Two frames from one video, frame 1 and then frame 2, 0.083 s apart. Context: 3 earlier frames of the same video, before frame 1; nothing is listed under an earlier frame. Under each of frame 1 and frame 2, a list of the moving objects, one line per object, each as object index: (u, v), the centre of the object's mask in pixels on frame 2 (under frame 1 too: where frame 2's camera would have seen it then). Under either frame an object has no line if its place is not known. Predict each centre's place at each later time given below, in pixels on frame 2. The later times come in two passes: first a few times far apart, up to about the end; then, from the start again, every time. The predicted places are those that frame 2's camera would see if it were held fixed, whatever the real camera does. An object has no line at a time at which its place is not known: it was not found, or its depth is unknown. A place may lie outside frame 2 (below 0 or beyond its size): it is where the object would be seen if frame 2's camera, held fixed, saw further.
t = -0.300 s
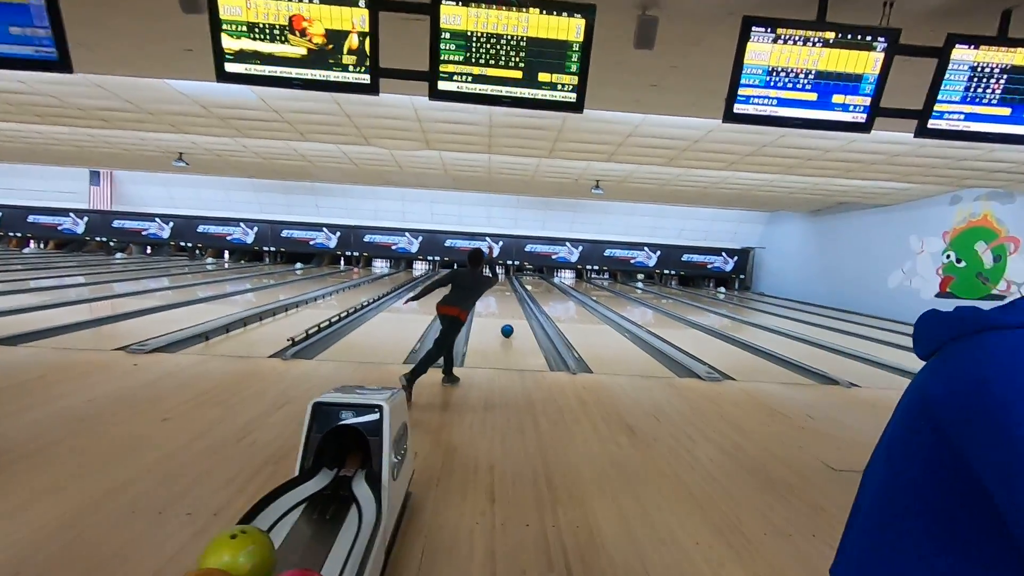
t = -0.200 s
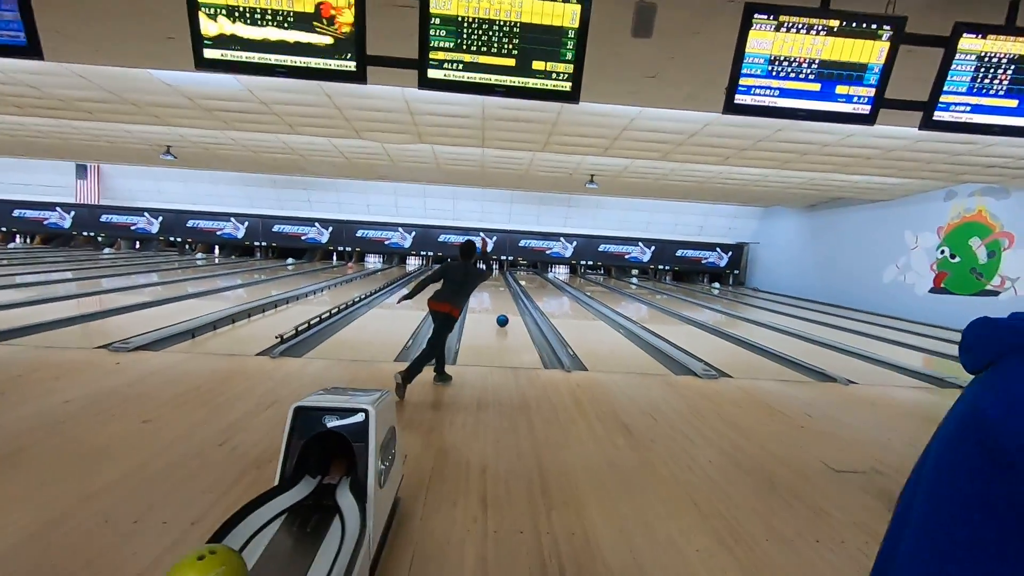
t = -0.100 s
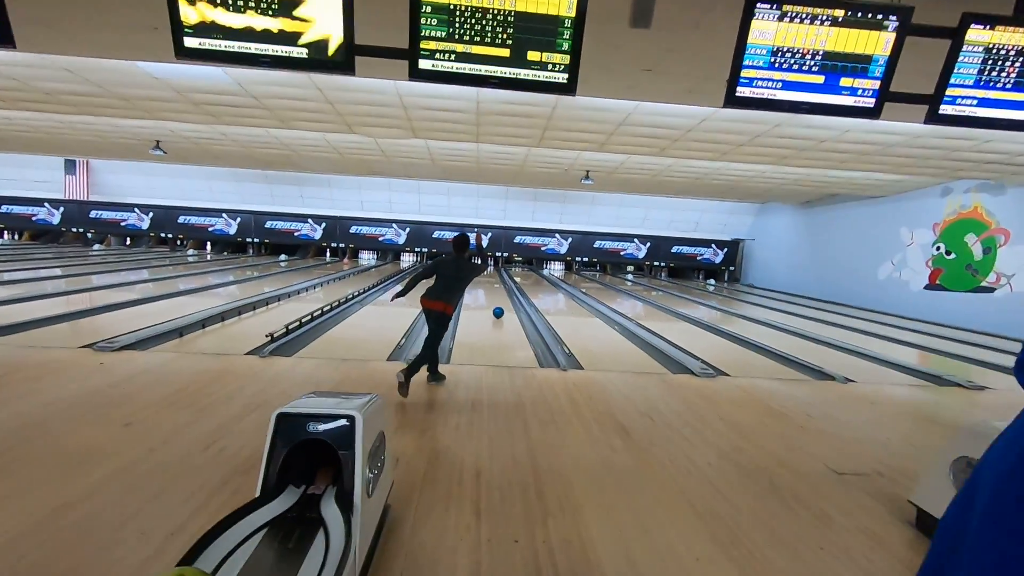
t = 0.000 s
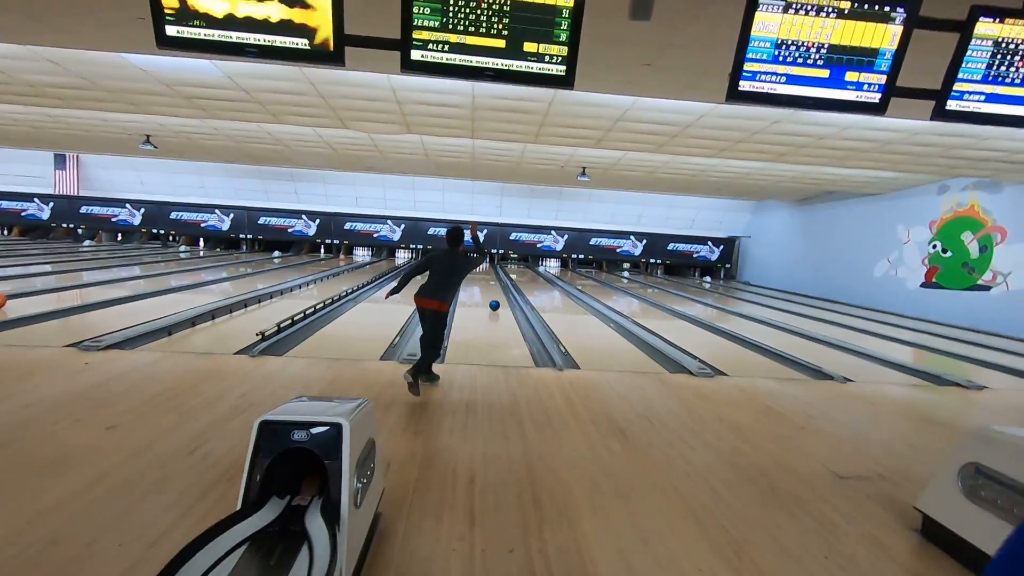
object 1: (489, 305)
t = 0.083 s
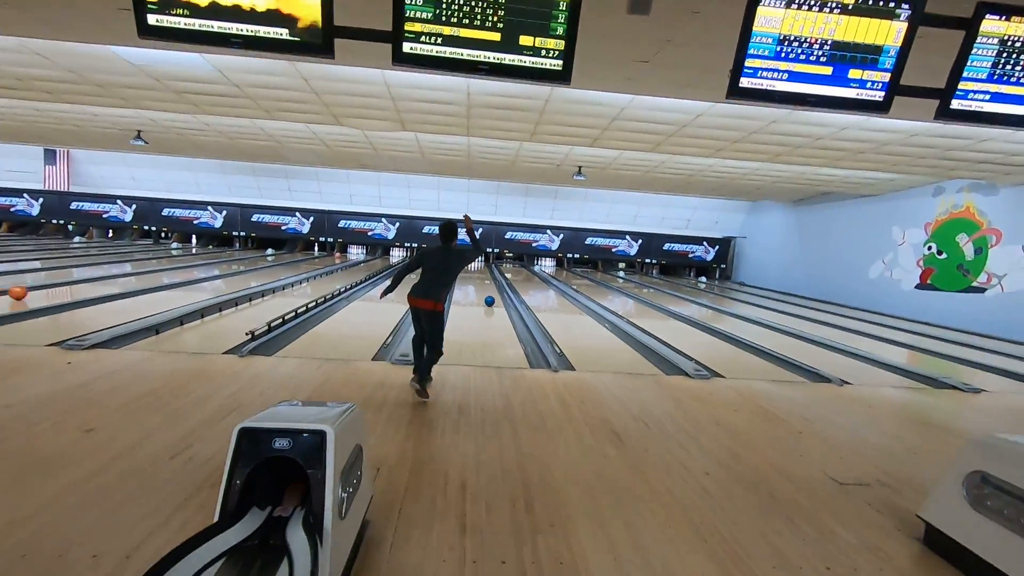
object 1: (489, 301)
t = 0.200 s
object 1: (490, 297)
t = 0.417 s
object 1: (490, 290)
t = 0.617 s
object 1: (490, 285)
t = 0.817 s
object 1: (488, 280)
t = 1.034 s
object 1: (486, 277)
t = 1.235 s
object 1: (484, 274)
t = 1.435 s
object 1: (482, 271)
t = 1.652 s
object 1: (480, 269)
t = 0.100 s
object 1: (489, 301)
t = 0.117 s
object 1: (490, 300)
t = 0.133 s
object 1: (490, 299)
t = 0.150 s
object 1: (490, 299)
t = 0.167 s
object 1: (490, 298)
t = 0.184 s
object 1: (490, 297)
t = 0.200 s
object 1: (490, 297)
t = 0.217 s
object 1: (490, 296)
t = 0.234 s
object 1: (490, 295)
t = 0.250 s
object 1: (490, 295)
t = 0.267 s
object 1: (490, 294)
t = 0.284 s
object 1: (490, 294)
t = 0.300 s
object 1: (490, 293)
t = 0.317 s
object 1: (490, 293)
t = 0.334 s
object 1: (490, 292)
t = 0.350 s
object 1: (490, 292)
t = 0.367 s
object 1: (490, 291)
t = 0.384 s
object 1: (490, 291)
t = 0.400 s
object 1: (490, 290)
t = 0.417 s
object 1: (490, 290)
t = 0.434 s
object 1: (490, 289)
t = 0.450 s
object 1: (490, 289)
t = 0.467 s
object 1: (490, 288)
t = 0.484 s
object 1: (490, 288)
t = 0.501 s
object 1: (490, 288)
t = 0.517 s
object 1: (490, 287)
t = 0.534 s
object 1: (490, 287)
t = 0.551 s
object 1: (490, 286)
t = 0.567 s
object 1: (490, 286)
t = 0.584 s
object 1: (490, 285)
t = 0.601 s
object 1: (490, 285)
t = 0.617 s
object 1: (490, 285)
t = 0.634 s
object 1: (489, 284)
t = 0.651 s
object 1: (489, 284)
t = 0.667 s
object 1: (489, 284)
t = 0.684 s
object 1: (489, 283)
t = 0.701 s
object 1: (489, 283)
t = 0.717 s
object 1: (489, 282)
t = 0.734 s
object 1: (489, 282)
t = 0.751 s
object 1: (489, 282)
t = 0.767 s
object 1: (489, 281)
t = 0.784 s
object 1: (489, 281)
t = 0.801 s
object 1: (488, 281)
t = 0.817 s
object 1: (488, 280)
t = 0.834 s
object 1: (488, 280)
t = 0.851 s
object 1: (488, 280)
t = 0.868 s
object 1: (488, 280)
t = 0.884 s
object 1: (487, 279)
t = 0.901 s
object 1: (487, 279)
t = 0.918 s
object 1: (487, 279)
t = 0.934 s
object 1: (487, 279)
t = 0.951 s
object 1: (487, 279)
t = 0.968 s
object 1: (487, 278)
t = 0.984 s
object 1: (487, 278)
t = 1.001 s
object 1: (487, 278)
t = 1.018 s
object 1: (486, 277)
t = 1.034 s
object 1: (486, 277)
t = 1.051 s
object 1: (486, 277)
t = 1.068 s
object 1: (486, 277)
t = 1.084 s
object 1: (486, 276)
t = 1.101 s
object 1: (486, 276)
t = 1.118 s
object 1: (485, 276)
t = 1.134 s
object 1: (485, 276)
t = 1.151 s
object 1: (485, 275)
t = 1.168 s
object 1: (485, 275)
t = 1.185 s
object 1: (485, 275)
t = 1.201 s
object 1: (485, 274)
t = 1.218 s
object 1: (485, 274)
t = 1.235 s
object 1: (484, 274)
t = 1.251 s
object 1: (484, 274)
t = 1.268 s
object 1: (484, 273)
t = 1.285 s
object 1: (484, 273)
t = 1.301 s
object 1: (484, 273)
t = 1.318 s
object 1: (484, 273)
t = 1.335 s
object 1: (484, 273)
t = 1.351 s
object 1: (483, 272)
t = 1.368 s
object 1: (483, 272)
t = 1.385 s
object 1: (483, 272)
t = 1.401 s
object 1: (483, 272)
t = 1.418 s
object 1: (483, 272)
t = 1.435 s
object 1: (482, 271)
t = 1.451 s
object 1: (482, 271)
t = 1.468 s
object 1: (482, 271)
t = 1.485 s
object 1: (482, 271)
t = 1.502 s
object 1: (482, 270)
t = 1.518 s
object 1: (482, 270)
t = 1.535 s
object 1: (482, 270)
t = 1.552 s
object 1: (481, 270)
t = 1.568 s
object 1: (481, 270)
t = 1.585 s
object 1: (481, 270)
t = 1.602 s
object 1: (481, 270)
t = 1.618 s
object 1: (481, 269)
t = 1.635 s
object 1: (481, 269)
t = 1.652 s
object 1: (480, 269)
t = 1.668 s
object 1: (480, 268)
